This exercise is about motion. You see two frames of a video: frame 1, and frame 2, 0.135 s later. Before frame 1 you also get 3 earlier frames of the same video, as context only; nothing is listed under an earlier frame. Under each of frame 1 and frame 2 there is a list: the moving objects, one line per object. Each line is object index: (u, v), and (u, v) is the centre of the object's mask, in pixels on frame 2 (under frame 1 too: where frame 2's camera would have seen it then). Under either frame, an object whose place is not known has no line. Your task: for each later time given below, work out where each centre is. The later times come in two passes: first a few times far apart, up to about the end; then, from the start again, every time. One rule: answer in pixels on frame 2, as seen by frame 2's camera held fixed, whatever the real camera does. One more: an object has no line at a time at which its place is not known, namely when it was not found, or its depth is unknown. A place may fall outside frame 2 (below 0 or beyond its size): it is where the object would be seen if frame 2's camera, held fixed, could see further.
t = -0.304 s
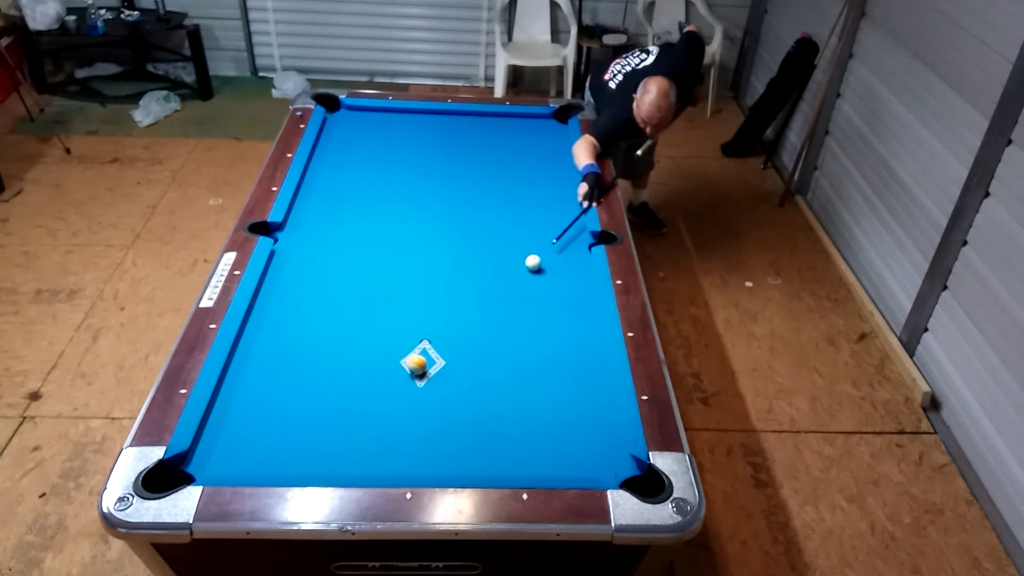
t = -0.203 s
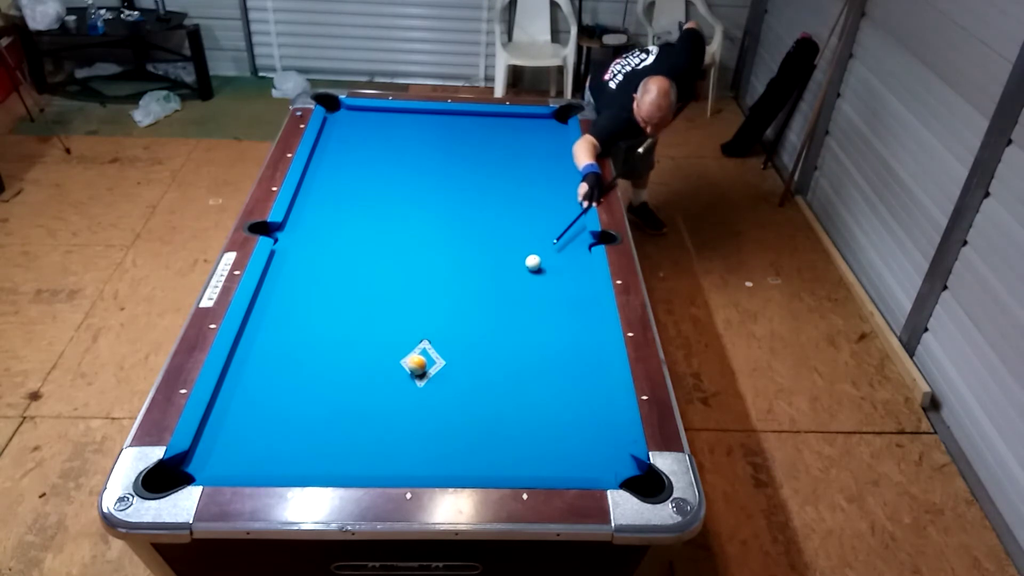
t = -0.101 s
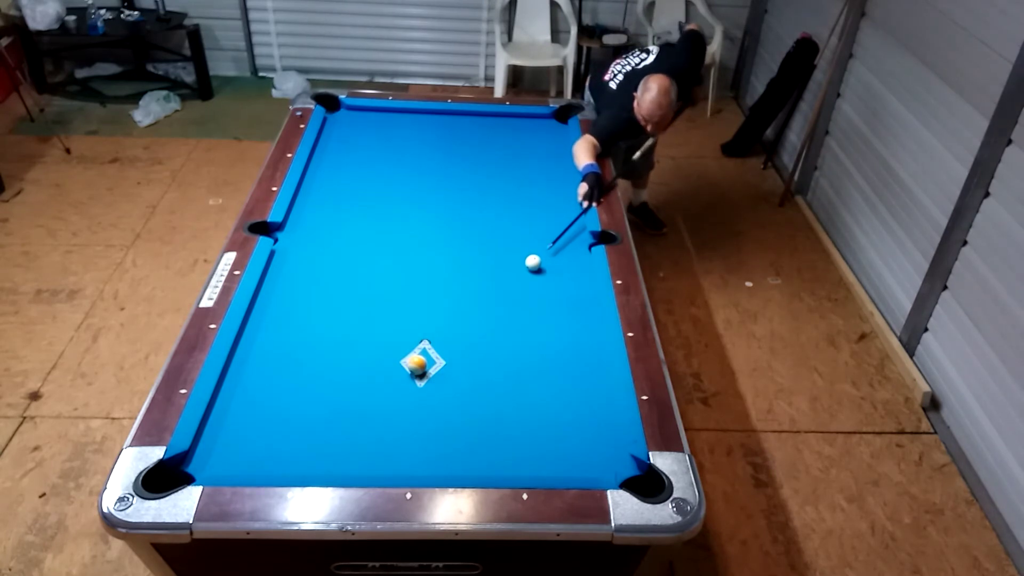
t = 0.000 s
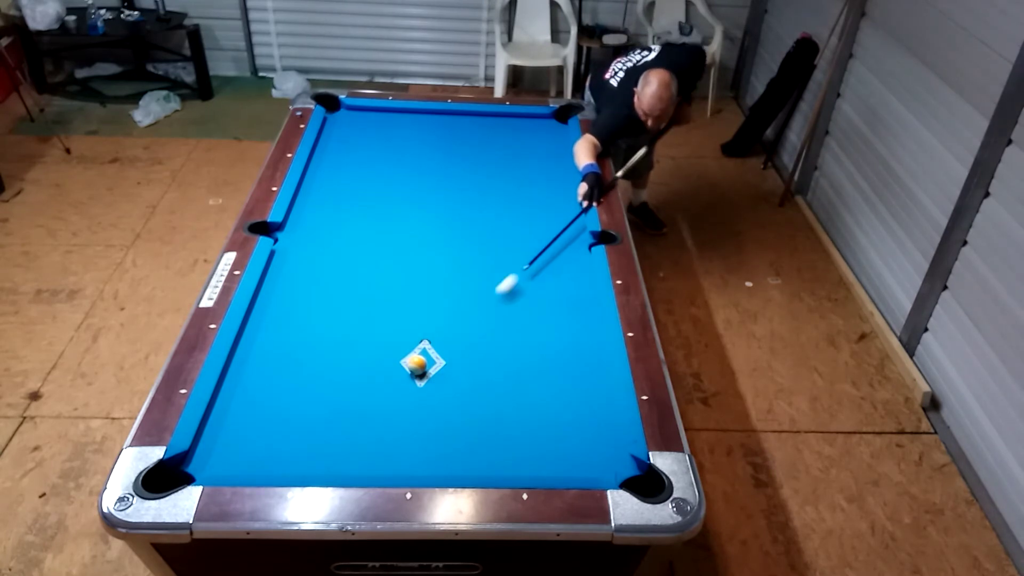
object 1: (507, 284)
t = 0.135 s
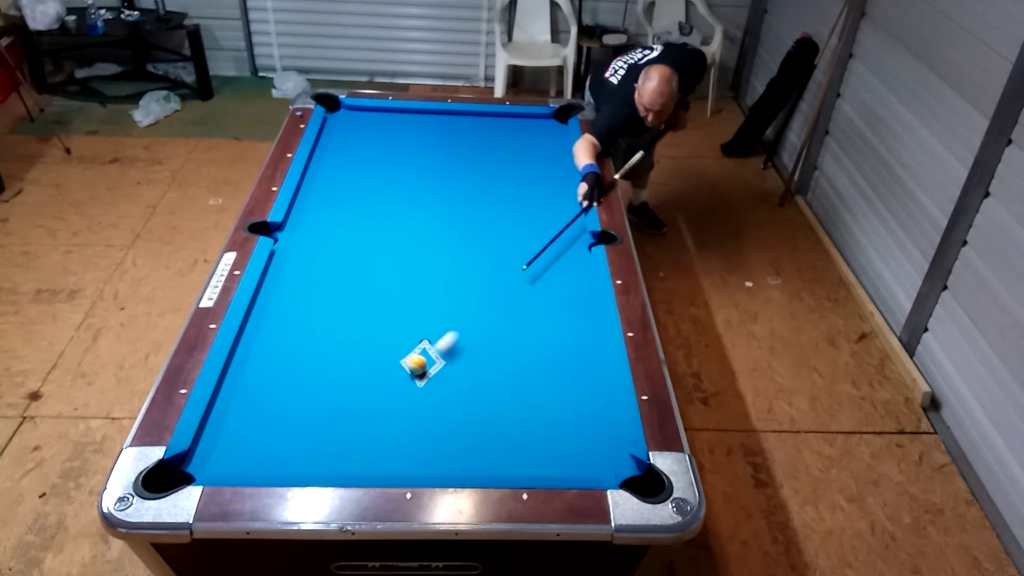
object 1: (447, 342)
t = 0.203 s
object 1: (438, 361)
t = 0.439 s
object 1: (456, 410)
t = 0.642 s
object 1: (461, 461)
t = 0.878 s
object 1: (472, 440)
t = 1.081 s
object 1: (479, 416)
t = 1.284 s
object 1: (487, 394)
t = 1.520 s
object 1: (494, 371)
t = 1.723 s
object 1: (500, 354)
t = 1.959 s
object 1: (505, 335)
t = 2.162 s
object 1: (510, 320)
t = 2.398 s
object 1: (514, 305)
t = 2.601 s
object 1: (518, 293)
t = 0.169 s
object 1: (435, 355)
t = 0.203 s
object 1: (438, 361)
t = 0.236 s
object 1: (443, 368)
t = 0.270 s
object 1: (446, 374)
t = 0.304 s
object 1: (449, 380)
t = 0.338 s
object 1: (452, 387)
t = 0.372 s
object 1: (454, 395)
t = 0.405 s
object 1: (455, 402)
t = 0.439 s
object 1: (456, 410)
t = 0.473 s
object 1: (456, 418)
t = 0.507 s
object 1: (457, 427)
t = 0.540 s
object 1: (458, 435)
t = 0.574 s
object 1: (459, 444)
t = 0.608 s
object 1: (460, 453)
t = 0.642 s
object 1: (461, 461)
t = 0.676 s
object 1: (462, 466)
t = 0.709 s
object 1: (464, 462)
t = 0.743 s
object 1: (466, 458)
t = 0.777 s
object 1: (467, 454)
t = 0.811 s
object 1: (469, 449)
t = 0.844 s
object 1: (470, 445)
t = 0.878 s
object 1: (472, 440)
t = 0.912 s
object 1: (473, 436)
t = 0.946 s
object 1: (474, 432)
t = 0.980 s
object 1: (476, 428)
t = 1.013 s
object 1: (477, 424)
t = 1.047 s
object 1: (478, 420)
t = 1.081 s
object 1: (479, 416)
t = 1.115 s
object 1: (481, 412)
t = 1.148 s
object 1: (482, 409)
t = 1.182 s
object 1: (483, 405)
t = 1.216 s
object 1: (484, 401)
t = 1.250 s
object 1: (486, 398)
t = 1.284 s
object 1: (487, 394)
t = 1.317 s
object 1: (488, 391)
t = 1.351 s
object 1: (489, 387)
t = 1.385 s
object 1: (490, 384)
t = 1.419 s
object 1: (491, 381)
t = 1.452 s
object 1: (492, 378)
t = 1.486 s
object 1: (493, 374)
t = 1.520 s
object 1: (494, 371)
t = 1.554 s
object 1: (495, 368)
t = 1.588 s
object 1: (496, 365)
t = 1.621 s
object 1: (497, 362)
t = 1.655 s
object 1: (498, 359)
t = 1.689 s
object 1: (499, 356)
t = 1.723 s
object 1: (500, 354)
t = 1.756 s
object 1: (501, 351)
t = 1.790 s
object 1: (502, 348)
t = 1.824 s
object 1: (503, 345)
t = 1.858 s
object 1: (503, 343)
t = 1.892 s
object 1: (504, 340)
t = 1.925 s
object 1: (505, 338)
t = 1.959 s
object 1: (505, 335)
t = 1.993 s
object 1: (506, 332)
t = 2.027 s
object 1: (507, 330)
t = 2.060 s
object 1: (508, 327)
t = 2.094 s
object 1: (509, 325)
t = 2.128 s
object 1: (509, 323)
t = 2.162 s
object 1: (510, 320)
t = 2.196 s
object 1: (511, 318)
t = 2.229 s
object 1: (511, 316)
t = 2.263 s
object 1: (512, 314)
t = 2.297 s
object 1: (513, 311)
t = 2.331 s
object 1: (513, 309)
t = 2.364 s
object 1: (514, 307)
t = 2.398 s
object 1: (514, 305)
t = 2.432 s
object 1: (515, 303)
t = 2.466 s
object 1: (516, 301)
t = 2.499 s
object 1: (516, 299)
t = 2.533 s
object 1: (517, 297)
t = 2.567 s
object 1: (517, 295)
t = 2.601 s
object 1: (518, 293)
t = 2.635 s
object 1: (518, 291)
